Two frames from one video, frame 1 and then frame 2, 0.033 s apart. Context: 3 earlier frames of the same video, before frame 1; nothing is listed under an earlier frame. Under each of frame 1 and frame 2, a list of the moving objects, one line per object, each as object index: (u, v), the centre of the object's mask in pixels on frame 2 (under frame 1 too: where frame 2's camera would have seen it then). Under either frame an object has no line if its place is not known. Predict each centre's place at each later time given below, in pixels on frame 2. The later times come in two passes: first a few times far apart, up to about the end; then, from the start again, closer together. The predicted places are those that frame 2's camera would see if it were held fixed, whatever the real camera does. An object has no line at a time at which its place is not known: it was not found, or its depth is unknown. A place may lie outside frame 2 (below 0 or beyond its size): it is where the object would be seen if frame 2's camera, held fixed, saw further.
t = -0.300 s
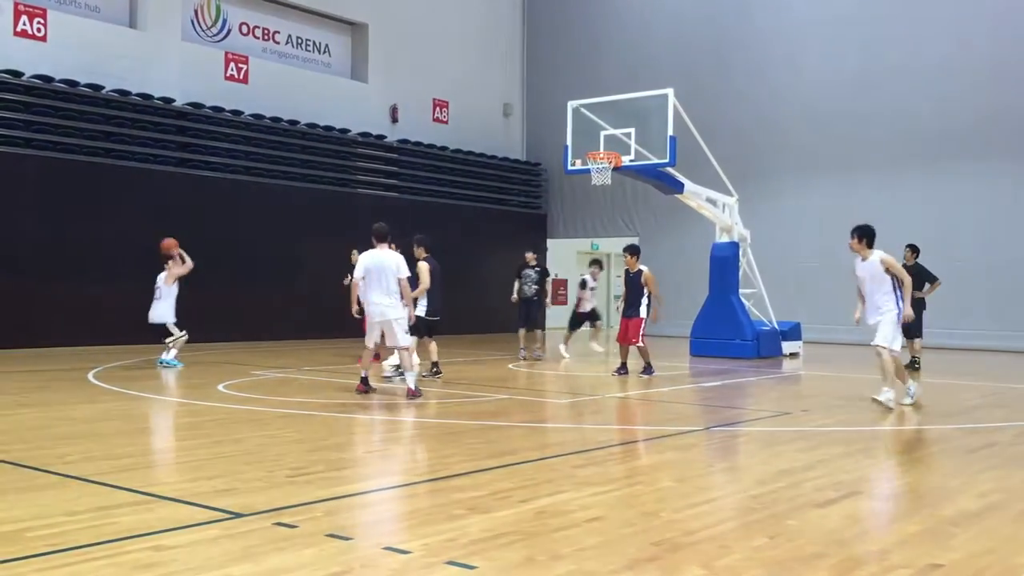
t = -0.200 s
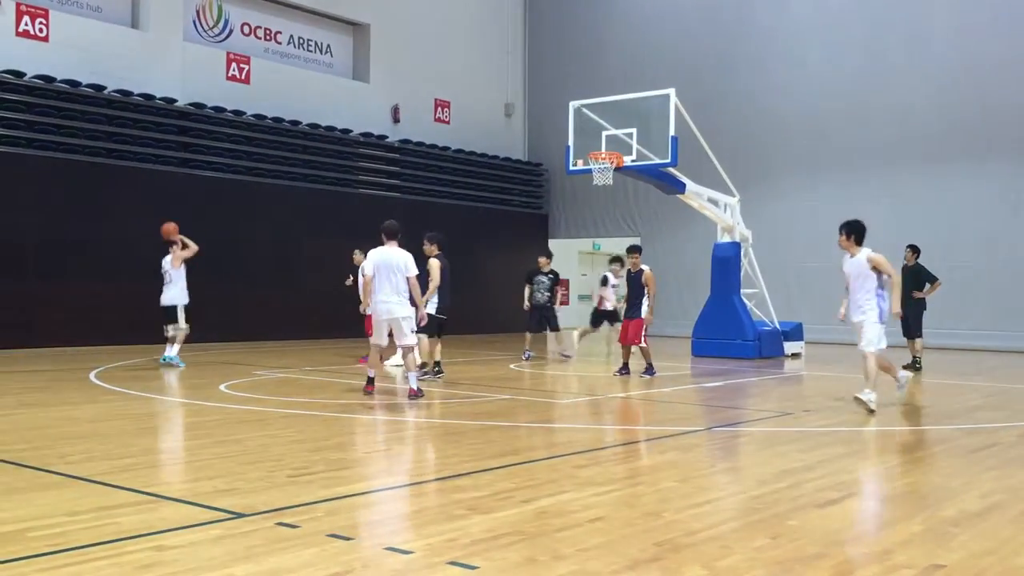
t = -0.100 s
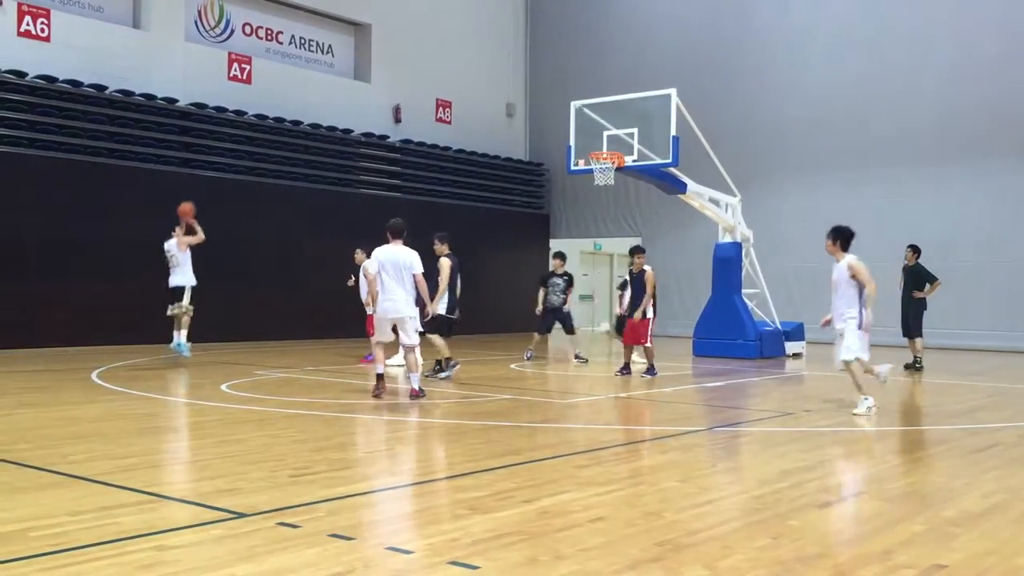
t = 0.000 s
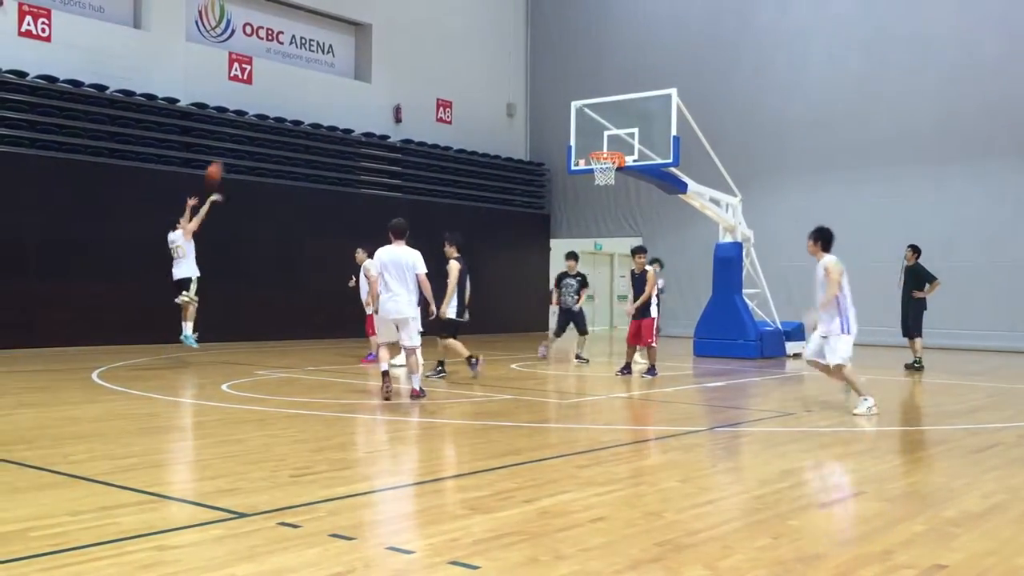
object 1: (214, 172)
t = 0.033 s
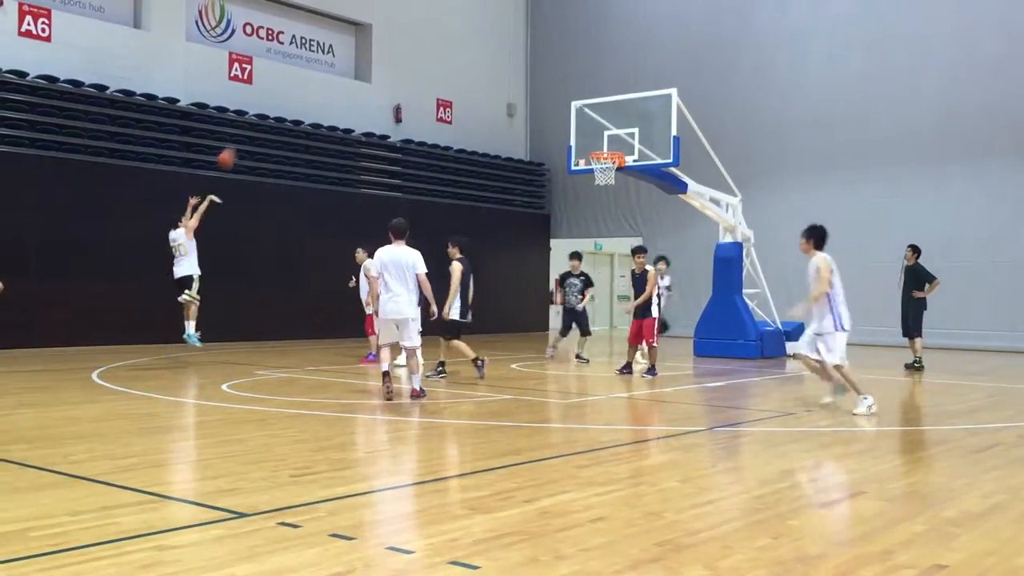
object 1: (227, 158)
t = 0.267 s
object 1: (309, 84)
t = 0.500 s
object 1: (387, 47)
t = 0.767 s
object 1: (470, 52)
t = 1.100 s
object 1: (567, 123)
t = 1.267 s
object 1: (590, 175)
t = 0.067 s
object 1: (239, 144)
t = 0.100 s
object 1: (251, 133)
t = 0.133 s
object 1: (262, 121)
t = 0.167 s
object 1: (275, 111)
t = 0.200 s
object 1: (285, 101)
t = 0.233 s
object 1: (297, 93)
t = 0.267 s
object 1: (309, 84)
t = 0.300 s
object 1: (320, 76)
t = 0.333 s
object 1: (332, 69)
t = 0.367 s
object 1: (343, 64)
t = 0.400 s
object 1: (352, 58)
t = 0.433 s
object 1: (365, 52)
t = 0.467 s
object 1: (375, 51)
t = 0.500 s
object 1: (387, 47)
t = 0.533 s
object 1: (397, 46)
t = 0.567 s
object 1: (408, 44)
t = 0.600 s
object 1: (418, 44)
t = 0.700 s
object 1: (449, 46)
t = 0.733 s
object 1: (460, 49)
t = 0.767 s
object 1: (470, 52)
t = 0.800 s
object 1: (480, 56)
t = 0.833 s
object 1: (490, 61)
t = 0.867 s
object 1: (500, 67)
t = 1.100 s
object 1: (567, 123)
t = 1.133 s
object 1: (574, 135)
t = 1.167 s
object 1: (584, 145)
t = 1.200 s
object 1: (593, 151)
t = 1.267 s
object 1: (590, 175)
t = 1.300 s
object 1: (590, 183)
